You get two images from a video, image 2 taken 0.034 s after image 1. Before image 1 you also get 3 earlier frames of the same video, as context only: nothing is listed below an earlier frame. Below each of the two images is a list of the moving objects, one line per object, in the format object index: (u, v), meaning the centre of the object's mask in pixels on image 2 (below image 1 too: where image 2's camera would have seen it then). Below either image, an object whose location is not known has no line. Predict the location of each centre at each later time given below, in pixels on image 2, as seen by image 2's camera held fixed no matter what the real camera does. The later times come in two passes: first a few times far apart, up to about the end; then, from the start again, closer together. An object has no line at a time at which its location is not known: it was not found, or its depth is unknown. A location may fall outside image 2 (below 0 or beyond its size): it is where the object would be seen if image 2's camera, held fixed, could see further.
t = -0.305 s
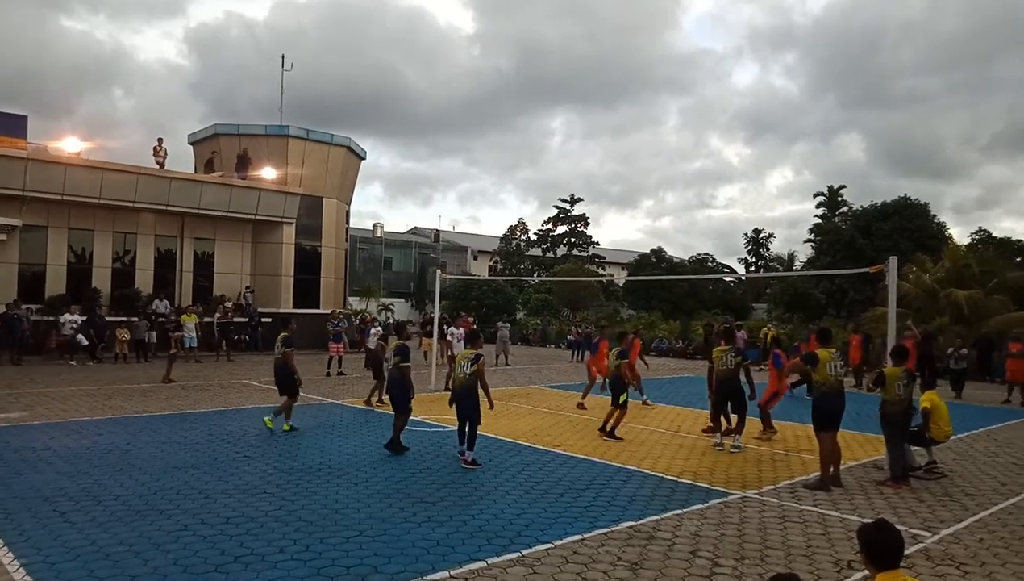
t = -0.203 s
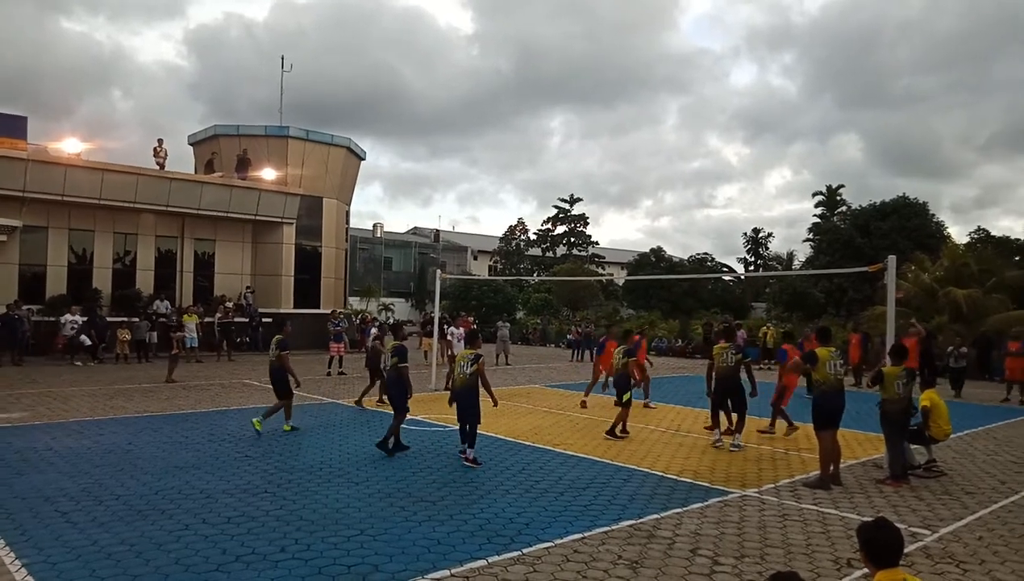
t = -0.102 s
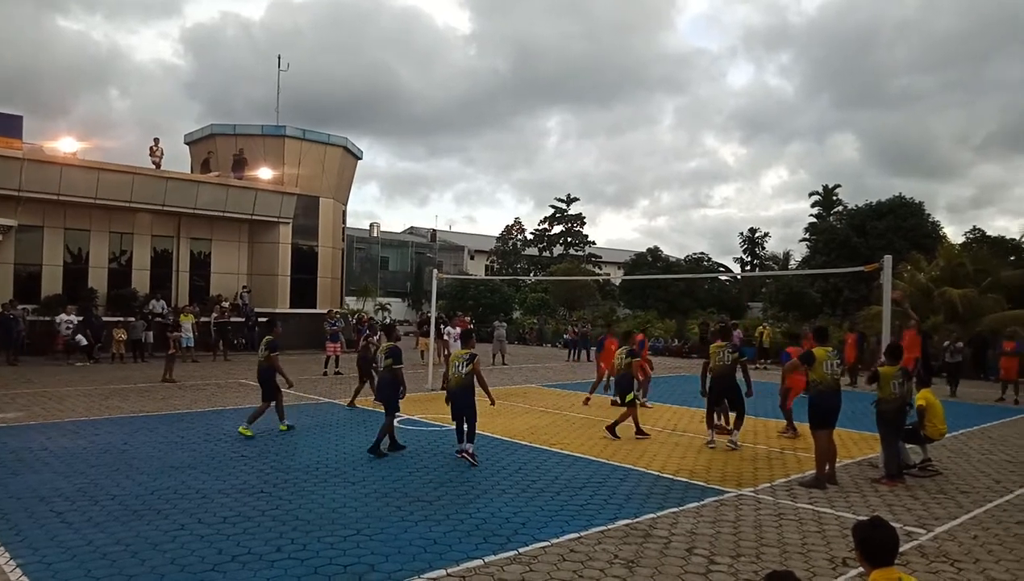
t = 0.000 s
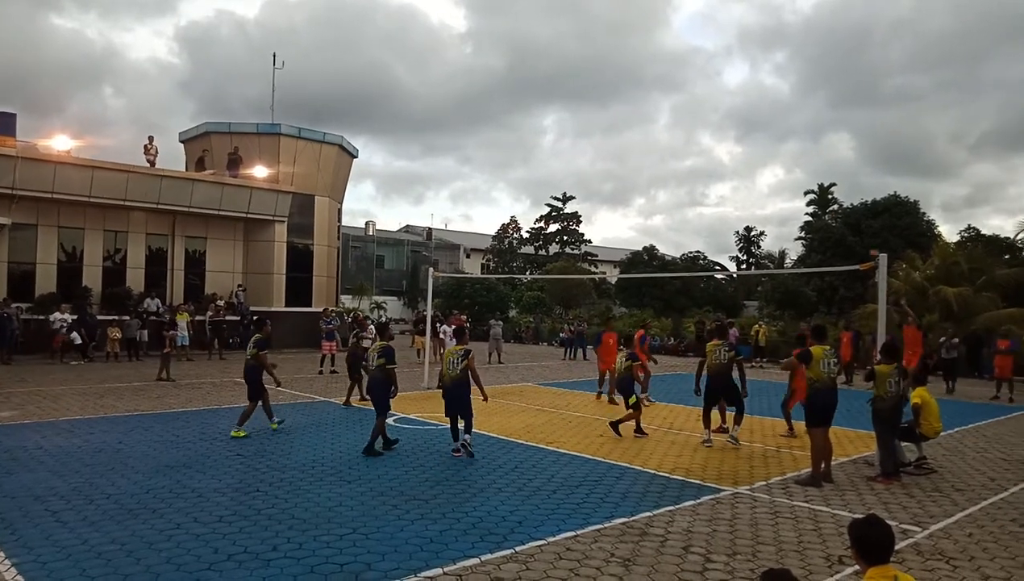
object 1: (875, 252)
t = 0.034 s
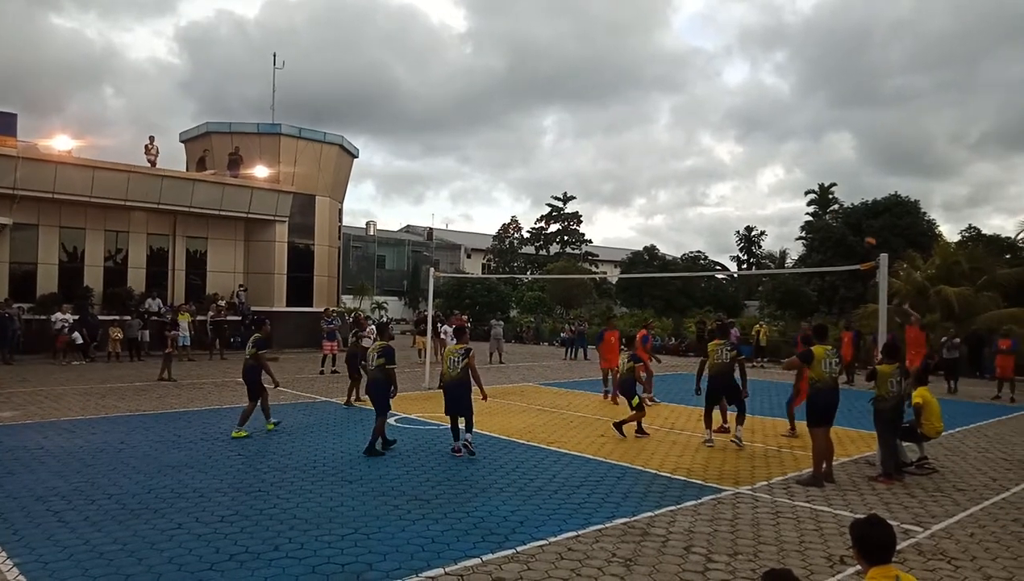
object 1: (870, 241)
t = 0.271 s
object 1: (828, 175)
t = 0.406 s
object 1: (804, 151)
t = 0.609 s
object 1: (767, 131)
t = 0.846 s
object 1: (725, 136)
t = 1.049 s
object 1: (689, 163)
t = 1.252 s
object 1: (652, 211)
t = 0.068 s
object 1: (864, 230)
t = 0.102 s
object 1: (858, 217)
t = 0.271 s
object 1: (828, 175)
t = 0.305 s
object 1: (821, 168)
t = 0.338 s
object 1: (816, 162)
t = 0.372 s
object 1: (810, 156)
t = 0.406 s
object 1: (804, 151)
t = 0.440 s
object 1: (798, 146)
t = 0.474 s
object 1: (791, 141)
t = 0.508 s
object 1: (785, 138)
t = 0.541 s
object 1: (779, 135)
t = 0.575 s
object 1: (773, 133)
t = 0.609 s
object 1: (767, 131)
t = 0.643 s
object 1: (761, 130)
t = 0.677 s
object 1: (755, 130)
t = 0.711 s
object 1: (749, 130)
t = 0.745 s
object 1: (743, 130)
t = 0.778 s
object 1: (737, 132)
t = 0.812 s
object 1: (731, 134)
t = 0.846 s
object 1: (725, 136)
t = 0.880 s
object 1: (719, 139)
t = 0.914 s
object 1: (713, 142)
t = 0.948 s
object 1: (707, 147)
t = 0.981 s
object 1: (701, 151)
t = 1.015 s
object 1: (695, 157)
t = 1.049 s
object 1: (689, 163)
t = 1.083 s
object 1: (682, 169)
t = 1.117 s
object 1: (676, 177)
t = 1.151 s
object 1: (670, 184)
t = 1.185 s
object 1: (665, 193)
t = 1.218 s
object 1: (658, 202)
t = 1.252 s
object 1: (652, 211)
